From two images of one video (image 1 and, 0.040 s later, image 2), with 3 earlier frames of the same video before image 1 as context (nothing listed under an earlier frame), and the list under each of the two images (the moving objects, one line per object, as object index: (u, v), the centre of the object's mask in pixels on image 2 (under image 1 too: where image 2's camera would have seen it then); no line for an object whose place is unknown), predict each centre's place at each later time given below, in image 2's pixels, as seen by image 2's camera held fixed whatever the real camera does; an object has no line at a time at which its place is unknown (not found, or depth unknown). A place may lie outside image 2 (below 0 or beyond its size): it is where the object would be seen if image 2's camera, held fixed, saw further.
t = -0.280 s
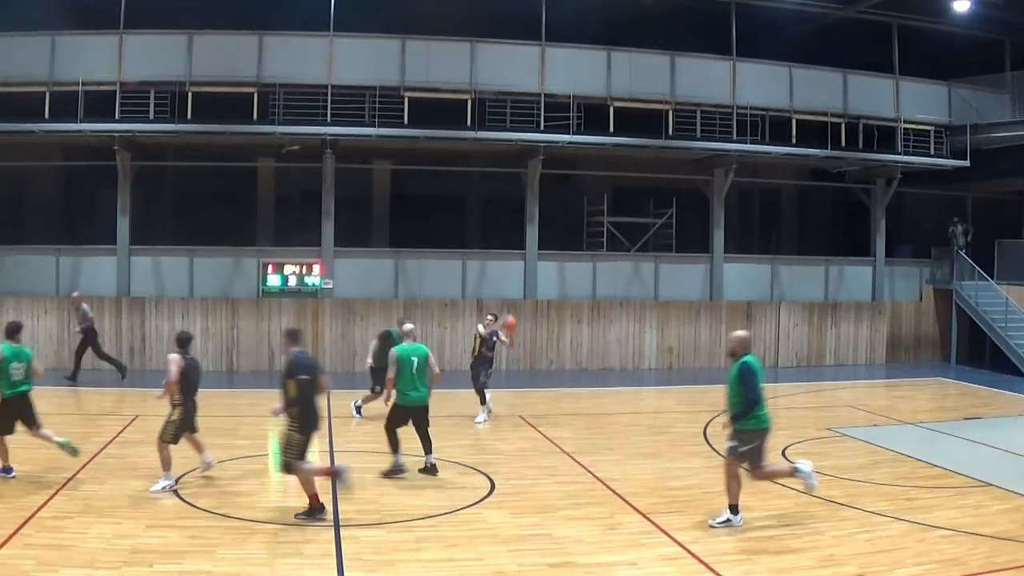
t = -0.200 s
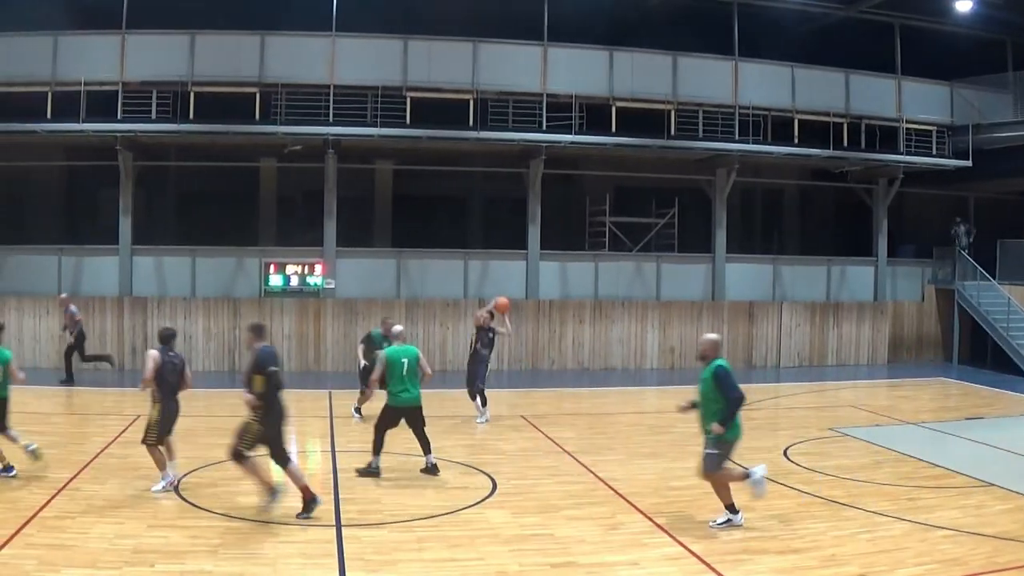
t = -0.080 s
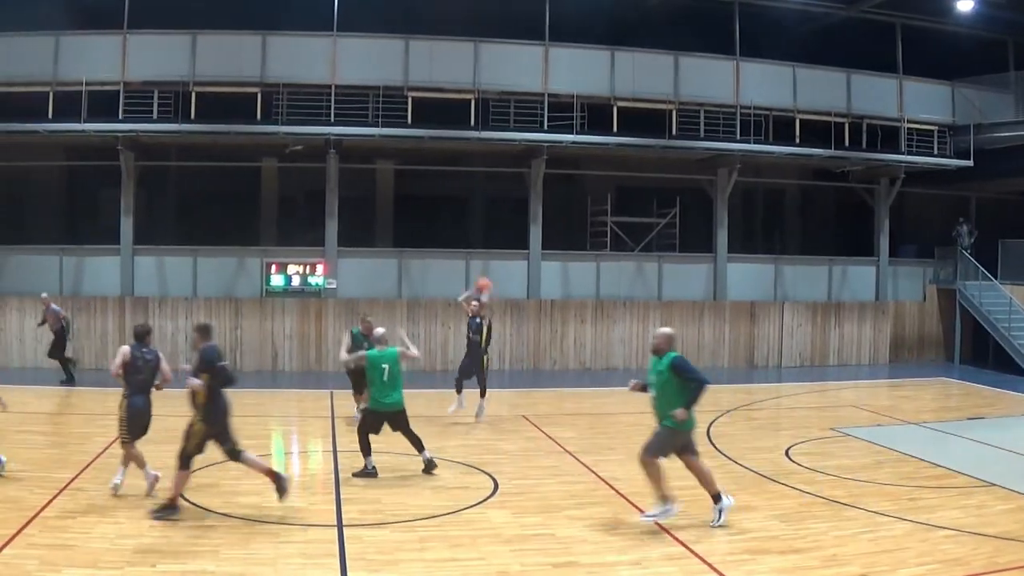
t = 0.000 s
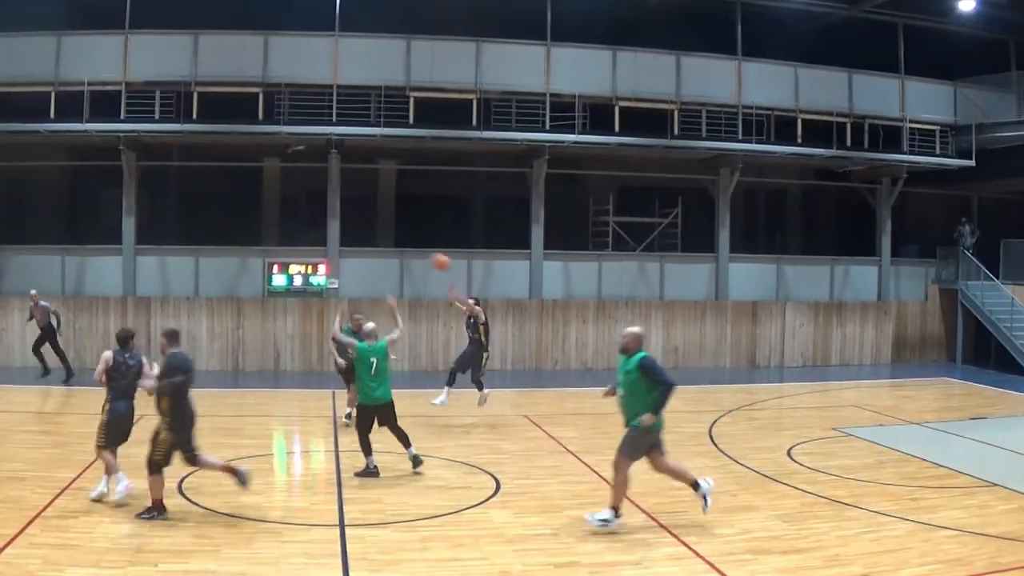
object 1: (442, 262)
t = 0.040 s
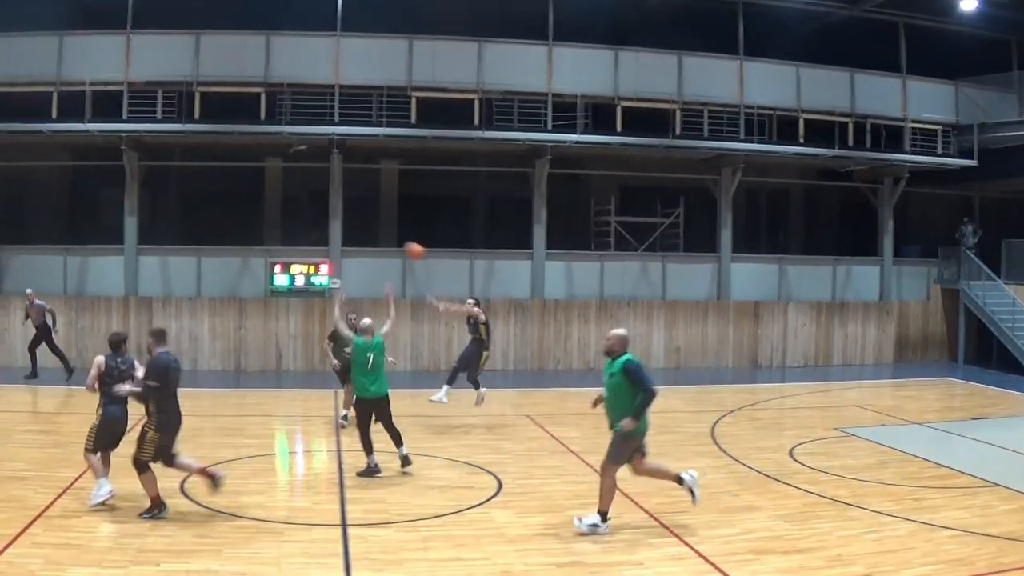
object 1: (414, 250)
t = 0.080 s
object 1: (385, 241)
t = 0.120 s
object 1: (354, 233)
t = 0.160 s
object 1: (321, 225)
